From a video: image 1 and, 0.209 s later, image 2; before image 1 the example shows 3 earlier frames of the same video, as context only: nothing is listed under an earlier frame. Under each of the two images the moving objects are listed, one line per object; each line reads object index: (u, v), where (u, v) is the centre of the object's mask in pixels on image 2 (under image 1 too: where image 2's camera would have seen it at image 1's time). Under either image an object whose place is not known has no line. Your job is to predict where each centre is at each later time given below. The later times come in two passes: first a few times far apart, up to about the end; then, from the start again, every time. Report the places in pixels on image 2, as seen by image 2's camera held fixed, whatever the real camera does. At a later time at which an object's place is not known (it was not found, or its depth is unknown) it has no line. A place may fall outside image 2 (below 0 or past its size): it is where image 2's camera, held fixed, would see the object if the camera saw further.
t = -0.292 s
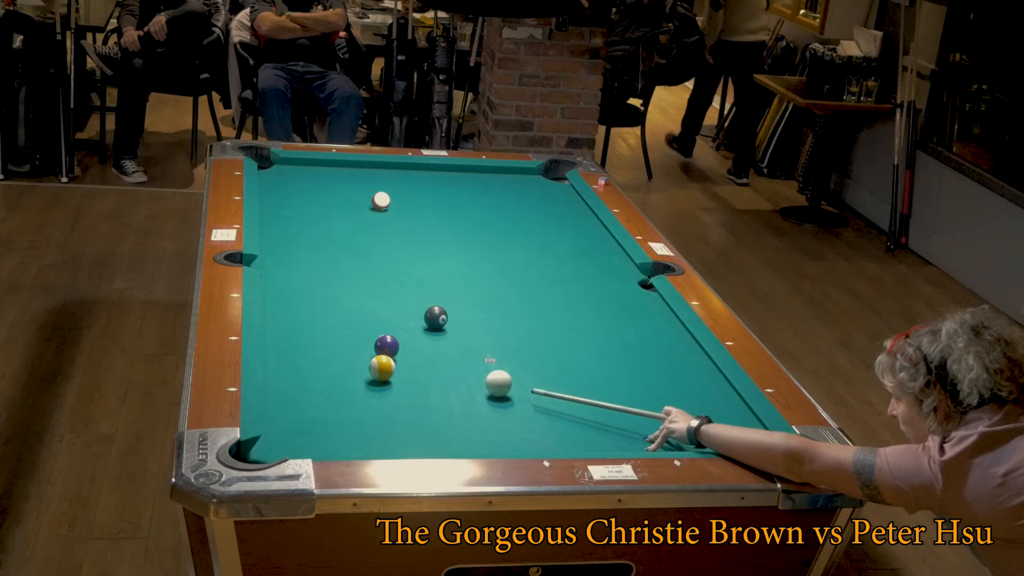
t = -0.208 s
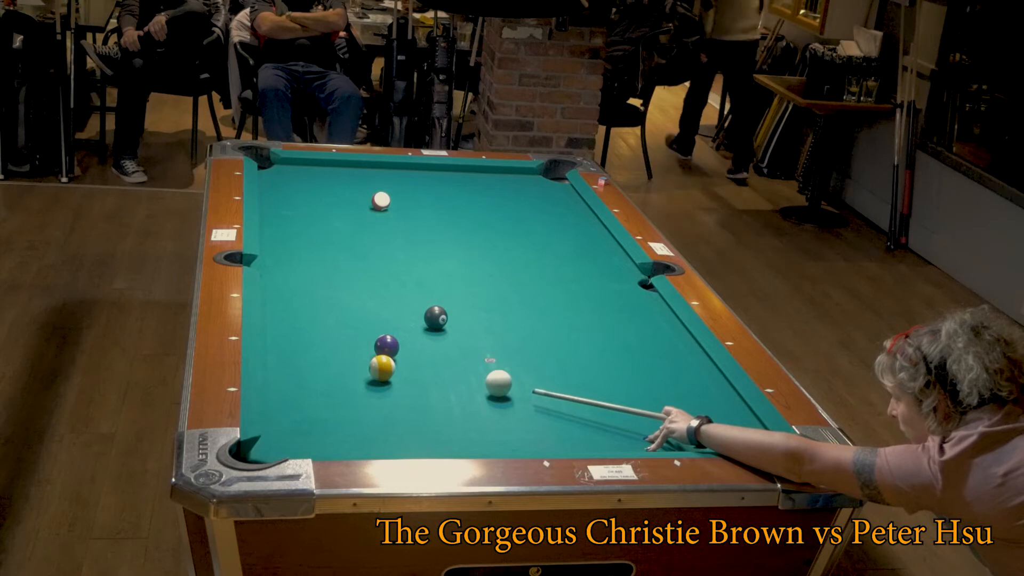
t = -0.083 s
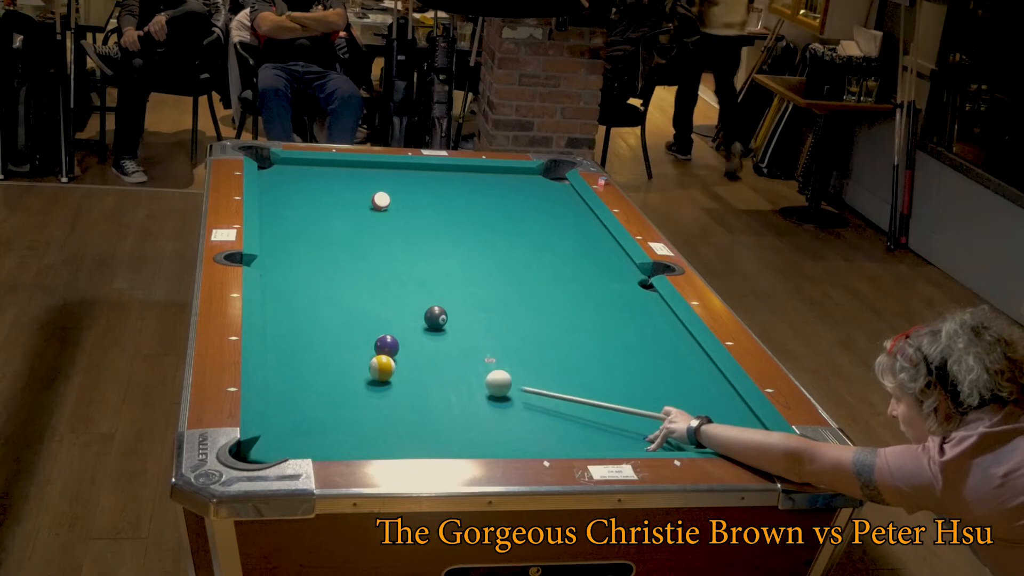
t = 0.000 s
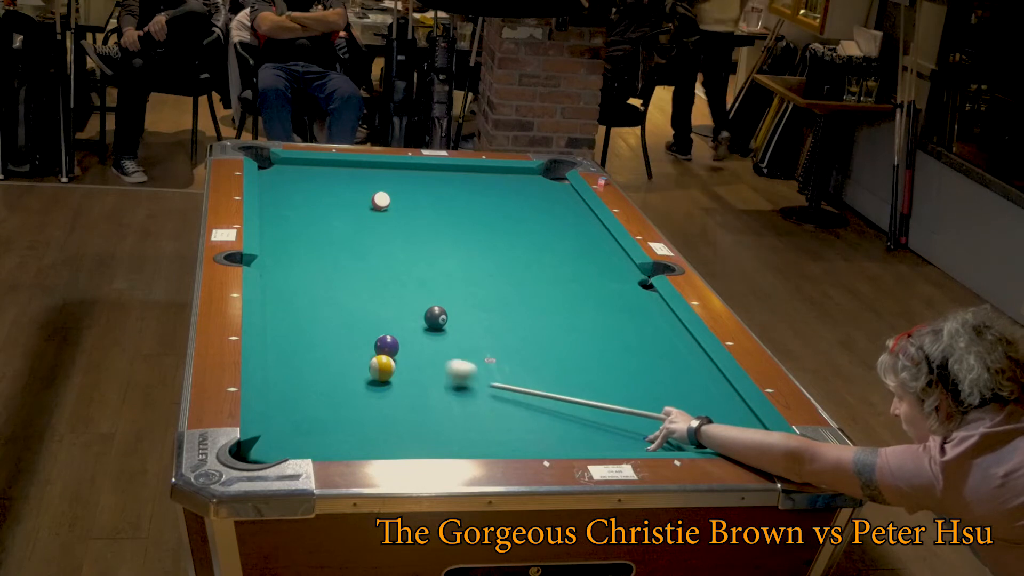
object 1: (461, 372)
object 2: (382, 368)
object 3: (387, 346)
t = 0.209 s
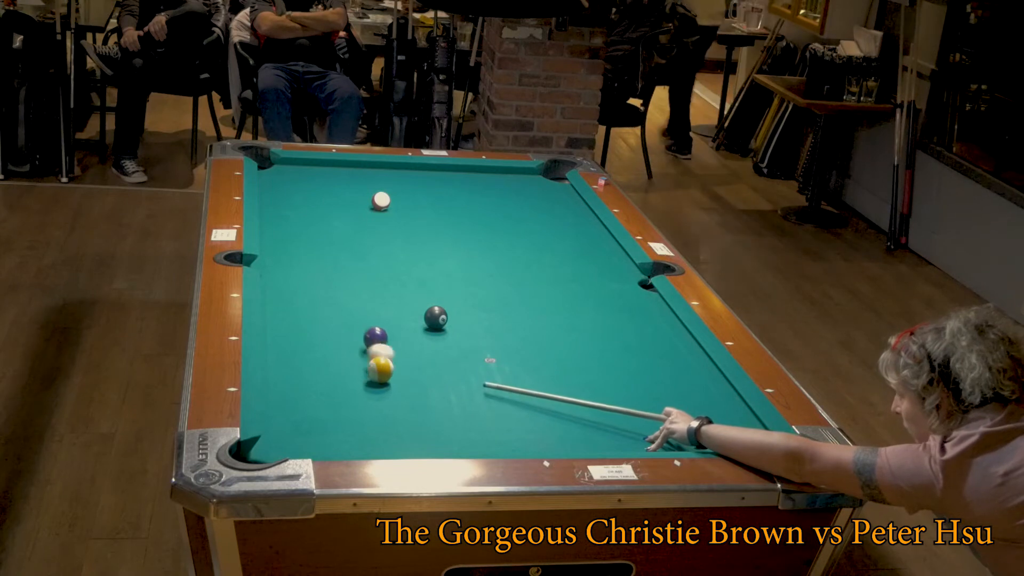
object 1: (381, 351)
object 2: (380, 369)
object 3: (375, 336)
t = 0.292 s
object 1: (362, 353)
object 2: (378, 372)
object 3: (366, 331)
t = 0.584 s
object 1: (299, 345)
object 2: (369, 381)
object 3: (337, 310)
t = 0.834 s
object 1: (287, 341)
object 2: (362, 388)
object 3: (314, 293)
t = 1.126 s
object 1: (316, 338)
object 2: (355, 394)
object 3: (291, 276)
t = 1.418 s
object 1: (343, 336)
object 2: (348, 400)
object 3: (270, 261)
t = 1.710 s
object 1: (366, 335)
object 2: (342, 404)
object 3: (283, 253)
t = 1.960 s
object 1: (382, 334)
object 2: (338, 406)
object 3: (296, 249)
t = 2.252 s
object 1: (399, 334)
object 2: (336, 408)
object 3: (309, 244)
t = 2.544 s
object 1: (413, 334)
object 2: (337, 407)
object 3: (319, 240)
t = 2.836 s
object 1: (424, 335)
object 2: (337, 407)
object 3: (328, 236)
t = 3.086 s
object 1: (430, 335)
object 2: (337, 407)
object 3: (334, 234)
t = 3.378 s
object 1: (433, 335)
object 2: (337, 407)
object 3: (339, 232)
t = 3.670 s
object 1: (434, 335)
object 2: (337, 407)
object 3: (344, 231)
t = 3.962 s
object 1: (434, 335)
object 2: (337, 407)
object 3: (346, 230)
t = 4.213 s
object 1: (434, 335)
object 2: (337, 407)
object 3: (347, 230)
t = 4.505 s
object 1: (434, 335)
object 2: (337, 407)
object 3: (347, 230)
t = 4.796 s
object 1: (434, 335)
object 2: (337, 407)
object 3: (346, 230)
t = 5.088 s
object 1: (434, 335)
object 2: (337, 407)
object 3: (346, 230)
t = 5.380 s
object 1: (434, 335)
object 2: (337, 407)
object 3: (346, 230)
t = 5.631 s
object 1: (434, 335)
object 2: (337, 407)
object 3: (347, 230)
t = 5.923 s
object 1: (434, 335)
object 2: (337, 407)
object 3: (346, 230)
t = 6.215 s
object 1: (434, 335)
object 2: (337, 407)
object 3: (346, 230)
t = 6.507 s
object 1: (434, 334)
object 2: (337, 407)
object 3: (346, 230)
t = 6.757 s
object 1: (434, 335)
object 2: (337, 407)
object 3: (346, 230)
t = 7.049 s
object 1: (434, 335)
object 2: (337, 407)
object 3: (346, 230)
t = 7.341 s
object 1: (434, 335)
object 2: (337, 407)
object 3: (346, 230)
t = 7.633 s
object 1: (434, 335)
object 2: (337, 407)
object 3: (346, 230)
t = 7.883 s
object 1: (434, 334)
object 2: (337, 407)
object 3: (346, 230)
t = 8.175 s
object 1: (434, 334)
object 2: (337, 407)
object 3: (346, 230)
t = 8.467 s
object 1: (434, 334)
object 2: (337, 407)
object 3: (346, 230)
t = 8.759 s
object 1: (434, 334)
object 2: (337, 407)
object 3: (346, 230)
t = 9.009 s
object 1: (434, 334)
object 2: (337, 407)
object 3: (346, 230)
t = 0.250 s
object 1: (370, 352)
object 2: (379, 371)
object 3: (371, 334)
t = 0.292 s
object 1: (362, 353)
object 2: (378, 372)
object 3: (366, 331)
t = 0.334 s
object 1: (352, 352)
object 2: (376, 373)
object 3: (362, 329)
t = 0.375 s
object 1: (344, 351)
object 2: (375, 374)
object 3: (357, 325)
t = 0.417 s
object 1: (334, 350)
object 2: (374, 376)
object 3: (353, 322)
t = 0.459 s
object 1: (325, 349)
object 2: (372, 377)
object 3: (349, 319)
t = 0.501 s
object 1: (316, 347)
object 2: (371, 378)
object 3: (345, 316)
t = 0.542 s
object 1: (308, 346)
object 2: (370, 380)
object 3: (341, 313)
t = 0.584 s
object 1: (299, 345)
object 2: (369, 381)
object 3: (337, 310)
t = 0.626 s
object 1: (290, 344)
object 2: (368, 382)
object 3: (333, 307)
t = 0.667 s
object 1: (282, 343)
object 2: (366, 383)
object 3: (329, 304)
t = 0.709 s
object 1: (274, 342)
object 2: (365, 384)
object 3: (325, 301)
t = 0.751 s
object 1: (277, 341)
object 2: (364, 385)
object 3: (322, 298)
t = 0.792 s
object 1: (282, 341)
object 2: (363, 386)
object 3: (318, 296)
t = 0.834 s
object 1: (287, 341)
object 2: (362, 388)
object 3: (314, 293)
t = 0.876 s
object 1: (291, 340)
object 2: (361, 389)
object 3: (311, 291)
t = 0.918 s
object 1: (296, 340)
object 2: (360, 390)
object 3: (308, 288)
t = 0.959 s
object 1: (300, 340)
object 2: (358, 391)
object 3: (304, 286)
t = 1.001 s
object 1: (304, 339)
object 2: (358, 392)
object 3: (301, 283)
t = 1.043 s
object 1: (308, 339)
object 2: (357, 392)
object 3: (298, 281)
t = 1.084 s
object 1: (312, 339)
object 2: (356, 393)
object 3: (294, 278)
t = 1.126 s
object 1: (316, 338)
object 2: (355, 394)
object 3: (291, 276)
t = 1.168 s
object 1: (321, 338)
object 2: (354, 395)
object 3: (288, 274)
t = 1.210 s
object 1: (324, 338)
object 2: (353, 396)
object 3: (285, 271)
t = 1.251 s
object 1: (328, 337)
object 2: (352, 397)
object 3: (282, 269)
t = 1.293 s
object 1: (332, 337)
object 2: (351, 398)
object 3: (279, 267)
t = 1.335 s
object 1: (336, 337)
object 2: (350, 398)
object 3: (276, 265)
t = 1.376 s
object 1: (339, 337)
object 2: (349, 399)
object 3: (273, 263)
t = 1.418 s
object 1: (343, 336)
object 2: (348, 400)
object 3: (270, 261)
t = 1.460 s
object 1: (346, 337)
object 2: (347, 401)
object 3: (270, 259)
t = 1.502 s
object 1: (350, 336)
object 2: (346, 401)
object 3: (272, 258)
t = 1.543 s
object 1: (353, 336)
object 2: (345, 402)
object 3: (275, 257)
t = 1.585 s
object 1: (357, 336)
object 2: (345, 403)
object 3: (277, 256)
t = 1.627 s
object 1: (360, 336)
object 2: (344, 403)
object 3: (279, 255)
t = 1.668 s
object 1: (363, 335)
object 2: (343, 404)
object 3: (281, 254)
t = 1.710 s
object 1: (366, 335)
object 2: (342, 404)
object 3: (283, 253)
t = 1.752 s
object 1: (369, 335)
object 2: (342, 405)
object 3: (286, 253)
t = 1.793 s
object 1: (372, 335)
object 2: (341, 405)
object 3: (288, 252)
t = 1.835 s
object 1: (374, 335)
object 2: (340, 405)
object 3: (290, 251)
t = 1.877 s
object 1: (377, 335)
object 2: (340, 406)
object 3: (292, 250)
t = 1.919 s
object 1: (380, 335)
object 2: (339, 406)
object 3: (294, 249)
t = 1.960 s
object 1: (382, 334)
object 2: (338, 406)
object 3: (296, 249)
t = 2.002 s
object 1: (385, 334)
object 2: (338, 407)
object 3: (298, 248)
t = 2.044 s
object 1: (388, 334)
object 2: (337, 407)
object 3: (300, 247)
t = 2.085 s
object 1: (390, 334)
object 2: (337, 407)
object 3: (302, 247)
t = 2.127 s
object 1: (392, 334)
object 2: (336, 408)
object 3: (304, 246)
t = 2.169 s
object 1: (395, 334)
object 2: (336, 408)
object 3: (305, 245)
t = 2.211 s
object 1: (397, 334)
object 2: (336, 408)
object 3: (307, 245)
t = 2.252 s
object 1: (399, 334)
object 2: (336, 408)
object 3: (309, 244)
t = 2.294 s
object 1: (402, 334)
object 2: (336, 408)
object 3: (310, 243)
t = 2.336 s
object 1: (404, 334)
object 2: (336, 408)
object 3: (312, 242)
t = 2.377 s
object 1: (406, 334)
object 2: (336, 408)
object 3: (314, 242)
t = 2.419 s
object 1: (408, 334)
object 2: (336, 408)
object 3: (315, 241)
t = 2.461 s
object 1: (409, 334)
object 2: (336, 408)
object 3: (317, 241)
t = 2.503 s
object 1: (411, 334)
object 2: (336, 407)
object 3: (318, 240)
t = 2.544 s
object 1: (413, 334)
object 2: (337, 407)
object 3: (319, 240)
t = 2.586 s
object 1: (415, 334)
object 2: (337, 407)
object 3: (320, 240)
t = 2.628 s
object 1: (416, 334)
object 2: (337, 407)
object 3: (322, 239)
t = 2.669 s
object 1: (418, 334)
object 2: (337, 407)
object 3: (323, 238)
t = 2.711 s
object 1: (419, 335)
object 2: (337, 407)
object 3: (325, 238)
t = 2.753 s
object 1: (421, 334)
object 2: (337, 407)
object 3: (326, 237)
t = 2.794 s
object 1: (422, 335)
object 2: (337, 407)
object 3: (327, 237)
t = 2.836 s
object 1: (424, 335)
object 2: (337, 407)
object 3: (328, 236)
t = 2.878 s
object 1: (425, 335)
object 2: (337, 407)
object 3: (329, 236)
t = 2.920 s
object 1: (426, 335)
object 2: (337, 407)
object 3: (330, 236)
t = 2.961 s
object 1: (427, 335)
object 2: (337, 407)
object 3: (331, 235)
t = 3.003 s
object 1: (428, 335)
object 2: (337, 407)
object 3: (332, 235)
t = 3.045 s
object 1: (429, 335)
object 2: (337, 407)
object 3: (333, 235)
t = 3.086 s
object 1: (430, 335)
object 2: (337, 407)
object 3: (334, 234)
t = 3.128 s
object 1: (431, 335)
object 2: (337, 407)
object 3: (335, 234)
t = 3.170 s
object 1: (431, 335)
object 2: (337, 407)
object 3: (336, 234)
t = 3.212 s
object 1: (432, 335)
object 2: (337, 407)
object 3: (336, 233)
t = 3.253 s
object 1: (432, 335)
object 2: (337, 407)
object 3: (337, 233)
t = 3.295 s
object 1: (433, 335)
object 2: (337, 407)
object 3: (338, 233)
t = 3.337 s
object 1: (433, 335)
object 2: (337, 407)
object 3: (339, 232)
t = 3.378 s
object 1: (433, 335)
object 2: (337, 407)
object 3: (339, 232)
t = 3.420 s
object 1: (434, 335)
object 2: (337, 407)
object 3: (340, 232)
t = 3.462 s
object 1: (434, 335)
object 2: (337, 407)
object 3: (341, 232)
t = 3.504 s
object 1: (434, 335)
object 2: (337, 407)
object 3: (341, 232)
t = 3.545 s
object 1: (434, 335)
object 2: (337, 407)
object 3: (342, 231)
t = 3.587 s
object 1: (434, 335)
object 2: (337, 407)
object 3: (343, 231)
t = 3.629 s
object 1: (434, 335)
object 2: (337, 407)
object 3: (343, 231)
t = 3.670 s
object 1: (434, 335)
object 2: (337, 407)
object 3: (344, 231)
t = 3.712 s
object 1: (434, 335)
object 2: (337, 407)
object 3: (344, 231)
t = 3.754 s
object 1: (434, 335)
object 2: (337, 407)
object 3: (345, 231)
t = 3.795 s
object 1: (434, 335)
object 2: (337, 407)
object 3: (345, 231)
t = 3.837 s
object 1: (434, 335)
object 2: (337, 407)
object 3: (345, 231)
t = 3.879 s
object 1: (434, 335)
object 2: (337, 407)
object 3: (346, 231)
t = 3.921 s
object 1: (434, 335)
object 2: (337, 407)
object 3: (346, 230)
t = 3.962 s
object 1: (434, 335)
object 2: (337, 407)
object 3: (346, 230)
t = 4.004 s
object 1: (434, 335)
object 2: (337, 407)
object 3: (346, 230)
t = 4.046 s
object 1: (434, 335)
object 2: (337, 407)
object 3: (346, 230)
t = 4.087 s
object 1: (434, 335)
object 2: (337, 407)
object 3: (347, 230)
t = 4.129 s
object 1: (434, 335)
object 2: (337, 407)
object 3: (347, 230)
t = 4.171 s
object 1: (434, 335)
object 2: (337, 407)
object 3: (347, 230)
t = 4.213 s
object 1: (434, 335)
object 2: (337, 407)
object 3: (347, 230)
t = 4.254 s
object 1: (434, 335)
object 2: (337, 407)
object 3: (347, 230)
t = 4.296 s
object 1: (434, 335)
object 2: (337, 407)
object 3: (347, 230)
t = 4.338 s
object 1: (434, 335)
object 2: (337, 407)
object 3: (347, 230)
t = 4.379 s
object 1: (434, 335)
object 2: (337, 407)
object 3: (347, 230)
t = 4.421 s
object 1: (434, 335)
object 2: (337, 407)
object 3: (347, 230)
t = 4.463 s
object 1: (434, 335)
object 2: (337, 407)
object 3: (347, 230)
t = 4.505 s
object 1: (434, 335)
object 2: (337, 407)
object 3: (347, 230)
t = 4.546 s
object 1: (434, 335)
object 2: (337, 407)
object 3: (347, 230)
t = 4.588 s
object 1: (434, 335)
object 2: (337, 407)
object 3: (347, 230)
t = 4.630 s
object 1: (434, 335)
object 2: (337, 407)
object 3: (347, 230)
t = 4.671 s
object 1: (434, 335)
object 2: (337, 407)
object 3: (347, 230)
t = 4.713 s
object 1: (434, 335)
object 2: (337, 407)
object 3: (347, 230)
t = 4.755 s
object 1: (434, 335)
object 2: (337, 407)
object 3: (347, 230)
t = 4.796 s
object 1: (434, 335)
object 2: (337, 407)
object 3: (346, 230)
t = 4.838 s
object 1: (434, 335)
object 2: (337, 407)
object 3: (346, 230)
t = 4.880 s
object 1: (434, 335)
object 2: (337, 407)
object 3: (346, 230)
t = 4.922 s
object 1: (434, 335)
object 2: (337, 407)
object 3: (346, 230)
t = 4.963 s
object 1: (434, 335)
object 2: (337, 407)
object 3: (346, 230)
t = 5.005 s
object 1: (434, 335)
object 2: (337, 407)
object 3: (346, 230)
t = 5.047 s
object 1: (434, 335)
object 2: (337, 407)
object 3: (346, 230)
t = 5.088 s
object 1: (434, 335)
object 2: (337, 407)
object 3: (346, 230)
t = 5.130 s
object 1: (434, 335)
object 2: (337, 407)
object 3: (346, 230)
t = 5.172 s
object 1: (434, 334)
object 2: (337, 407)
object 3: (346, 230)
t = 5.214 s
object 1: (434, 334)
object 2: (337, 407)
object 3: (346, 230)
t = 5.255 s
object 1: (434, 334)
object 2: (337, 407)
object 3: (346, 230)
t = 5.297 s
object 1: (434, 334)
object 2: (337, 407)
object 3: (346, 230)
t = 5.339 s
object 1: (434, 334)
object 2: (337, 407)
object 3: (346, 230)
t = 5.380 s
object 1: (434, 335)
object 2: (337, 407)
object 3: (346, 230)
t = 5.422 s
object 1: (434, 335)
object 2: (337, 407)
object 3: (347, 230)
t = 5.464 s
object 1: (434, 335)
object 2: (337, 407)
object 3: (347, 230)
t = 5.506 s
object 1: (434, 335)
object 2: (337, 407)
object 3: (347, 230)
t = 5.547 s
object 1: (434, 335)
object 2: (337, 407)
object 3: (347, 230)
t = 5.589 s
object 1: (434, 335)
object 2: (337, 407)
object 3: (347, 230)
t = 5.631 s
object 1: (434, 335)
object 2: (337, 407)
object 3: (347, 230)
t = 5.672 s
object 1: (434, 335)
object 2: (337, 407)
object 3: (347, 230)
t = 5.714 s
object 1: (434, 335)
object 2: (337, 407)
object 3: (346, 230)
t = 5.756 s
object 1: (434, 335)
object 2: (337, 407)
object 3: (346, 230)
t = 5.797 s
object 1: (434, 335)
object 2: (337, 407)
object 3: (346, 230)
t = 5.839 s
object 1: (434, 335)
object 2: (337, 407)
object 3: (346, 230)
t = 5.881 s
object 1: (434, 335)
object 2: (337, 407)
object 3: (346, 230)
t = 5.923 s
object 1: (434, 335)
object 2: (337, 407)
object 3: (346, 230)
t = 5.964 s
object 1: (434, 334)
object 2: (337, 407)
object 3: (346, 230)
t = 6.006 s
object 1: (434, 334)
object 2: (337, 407)
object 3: (346, 230)
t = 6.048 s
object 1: (434, 334)
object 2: (337, 407)
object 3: (346, 230)
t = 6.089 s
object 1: (434, 334)
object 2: (337, 407)
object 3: (346, 230)
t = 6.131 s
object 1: (434, 334)
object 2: (337, 407)
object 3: (346, 230)
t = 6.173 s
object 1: (434, 335)
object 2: (337, 407)
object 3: (346, 230)
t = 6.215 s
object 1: (434, 335)
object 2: (337, 407)
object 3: (346, 230)
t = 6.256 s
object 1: (434, 334)
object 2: (337, 407)
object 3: (346, 230)
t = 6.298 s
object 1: (434, 334)
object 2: (337, 407)
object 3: (346, 230)
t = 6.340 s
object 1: (434, 334)
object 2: (337, 407)
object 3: (346, 230)
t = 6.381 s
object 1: (434, 334)
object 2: (337, 407)
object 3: (346, 230)
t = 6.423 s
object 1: (434, 334)
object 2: (337, 407)
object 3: (346, 230)
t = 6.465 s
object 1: (434, 335)
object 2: (337, 407)
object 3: (346, 230)
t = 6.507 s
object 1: (434, 334)
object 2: (337, 407)
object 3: (346, 230)
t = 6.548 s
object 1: (434, 334)
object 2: (337, 407)
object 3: (346, 230)
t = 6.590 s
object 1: (434, 334)
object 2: (337, 407)
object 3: (346, 230)
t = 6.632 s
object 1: (434, 334)
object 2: (337, 407)
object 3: (346, 230)
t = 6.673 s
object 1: (434, 334)
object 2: (337, 407)
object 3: (346, 230)
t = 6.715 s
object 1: (434, 334)
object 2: (337, 407)
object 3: (346, 230)
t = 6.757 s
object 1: (434, 335)
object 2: (337, 407)
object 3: (346, 230)
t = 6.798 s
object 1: (434, 334)
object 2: (337, 407)
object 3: (346, 230)
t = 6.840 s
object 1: (434, 334)
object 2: (337, 407)
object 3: (346, 230)
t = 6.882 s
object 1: (434, 334)
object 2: (337, 407)
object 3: (346, 230)
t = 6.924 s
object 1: (434, 334)
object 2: (337, 407)
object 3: (346, 230)
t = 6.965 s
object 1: (434, 334)
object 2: (337, 407)
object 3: (346, 230)
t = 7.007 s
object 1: (434, 334)
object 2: (337, 407)
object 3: (346, 230)
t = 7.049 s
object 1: (434, 335)
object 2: (337, 407)
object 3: (346, 230)
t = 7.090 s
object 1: (434, 334)
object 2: (337, 407)
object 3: (346, 230)
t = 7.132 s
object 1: (434, 334)
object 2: (337, 407)
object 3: (346, 230)
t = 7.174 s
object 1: (434, 334)
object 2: (337, 407)
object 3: (346, 230)
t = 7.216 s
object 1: (434, 334)
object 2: (337, 407)
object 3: (346, 230)
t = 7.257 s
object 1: (434, 334)
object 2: (337, 407)
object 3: (346, 230)
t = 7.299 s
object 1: (434, 334)
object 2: (337, 407)
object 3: (346, 230)
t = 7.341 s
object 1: (434, 335)
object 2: (337, 407)
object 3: (346, 230)
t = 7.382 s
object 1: (434, 334)
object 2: (337, 407)
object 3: (346, 230)
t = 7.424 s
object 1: (434, 334)
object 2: (337, 407)
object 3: (346, 230)
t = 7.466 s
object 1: (434, 334)
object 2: (337, 407)
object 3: (346, 230)
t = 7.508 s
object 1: (434, 334)
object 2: (337, 407)
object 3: (346, 230)
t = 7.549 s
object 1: (434, 334)
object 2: (337, 407)
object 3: (346, 230)
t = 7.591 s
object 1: (434, 334)
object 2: (337, 407)
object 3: (346, 230)
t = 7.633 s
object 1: (434, 335)
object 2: (337, 407)
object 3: (346, 230)
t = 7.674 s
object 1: (434, 334)
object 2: (337, 407)
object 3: (346, 230)
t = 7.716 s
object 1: (434, 334)
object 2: (337, 407)
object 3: (346, 230)
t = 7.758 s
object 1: (434, 334)
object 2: (337, 407)
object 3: (346, 230)
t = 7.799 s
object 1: (434, 334)
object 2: (337, 407)
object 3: (346, 230)
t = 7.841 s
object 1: (434, 334)
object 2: (337, 407)
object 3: (346, 230)
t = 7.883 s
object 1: (434, 334)
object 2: (337, 407)
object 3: (346, 230)
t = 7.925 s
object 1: (434, 335)
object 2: (337, 407)
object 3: (346, 230)
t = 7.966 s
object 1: (434, 334)
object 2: (337, 407)
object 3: (346, 230)
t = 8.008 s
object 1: (434, 334)
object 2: (337, 407)
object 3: (346, 230)
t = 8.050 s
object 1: (434, 334)
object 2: (337, 407)
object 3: (346, 230)
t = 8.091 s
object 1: (434, 334)
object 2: (337, 407)
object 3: (346, 230)
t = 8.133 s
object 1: (434, 334)
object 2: (337, 407)
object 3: (346, 230)
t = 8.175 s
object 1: (434, 334)
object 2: (337, 407)
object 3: (346, 230)
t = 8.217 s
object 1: (434, 335)
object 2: (337, 407)
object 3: (346, 230)
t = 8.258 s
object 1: (434, 334)
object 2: (337, 407)
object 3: (346, 230)
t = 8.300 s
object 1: (434, 334)
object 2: (337, 407)
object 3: (346, 230)
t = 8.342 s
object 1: (434, 334)
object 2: (337, 407)
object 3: (346, 230)
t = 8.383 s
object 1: (434, 334)
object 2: (337, 407)
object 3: (346, 230)
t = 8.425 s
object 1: (434, 334)
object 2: (337, 407)
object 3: (346, 230)
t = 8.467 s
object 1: (434, 334)
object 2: (337, 407)
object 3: (346, 230)
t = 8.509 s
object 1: (434, 335)
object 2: (337, 407)
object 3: (346, 230)
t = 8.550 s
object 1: (434, 334)
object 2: (337, 407)
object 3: (346, 230)
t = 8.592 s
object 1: (434, 334)
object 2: (337, 407)
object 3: (346, 230)
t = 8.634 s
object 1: (434, 334)
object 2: (337, 407)
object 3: (346, 230)
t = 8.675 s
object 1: (434, 334)
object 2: (337, 407)
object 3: (346, 230)
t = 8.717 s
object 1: (434, 334)
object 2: (337, 407)
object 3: (346, 230)
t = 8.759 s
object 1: (434, 334)
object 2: (337, 407)
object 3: (346, 230)
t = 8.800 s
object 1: (434, 335)
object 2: (337, 407)
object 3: (346, 230)
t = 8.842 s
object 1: (434, 334)
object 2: (337, 407)
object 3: (346, 230)
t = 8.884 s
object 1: (434, 334)
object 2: (337, 407)
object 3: (346, 230)
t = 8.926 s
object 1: (434, 334)
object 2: (337, 407)
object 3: (346, 230)
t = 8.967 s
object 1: (434, 334)
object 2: (337, 407)
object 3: (346, 230)
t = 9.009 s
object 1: (434, 334)
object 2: (337, 407)
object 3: (346, 230)
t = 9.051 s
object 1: (434, 334)
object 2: (337, 407)
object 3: (346, 230)
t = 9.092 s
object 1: (434, 335)
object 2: (337, 407)
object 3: (346, 230)
